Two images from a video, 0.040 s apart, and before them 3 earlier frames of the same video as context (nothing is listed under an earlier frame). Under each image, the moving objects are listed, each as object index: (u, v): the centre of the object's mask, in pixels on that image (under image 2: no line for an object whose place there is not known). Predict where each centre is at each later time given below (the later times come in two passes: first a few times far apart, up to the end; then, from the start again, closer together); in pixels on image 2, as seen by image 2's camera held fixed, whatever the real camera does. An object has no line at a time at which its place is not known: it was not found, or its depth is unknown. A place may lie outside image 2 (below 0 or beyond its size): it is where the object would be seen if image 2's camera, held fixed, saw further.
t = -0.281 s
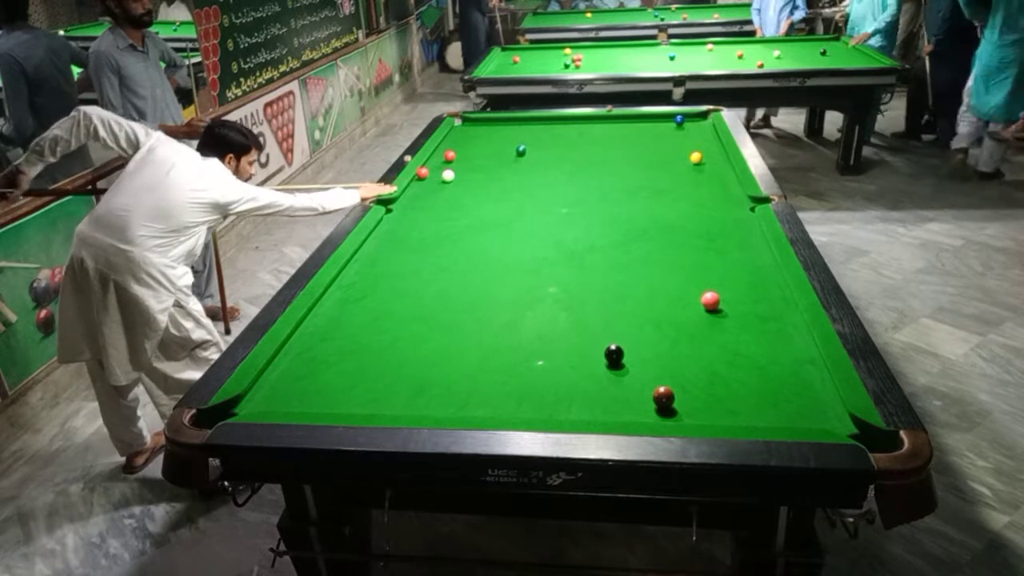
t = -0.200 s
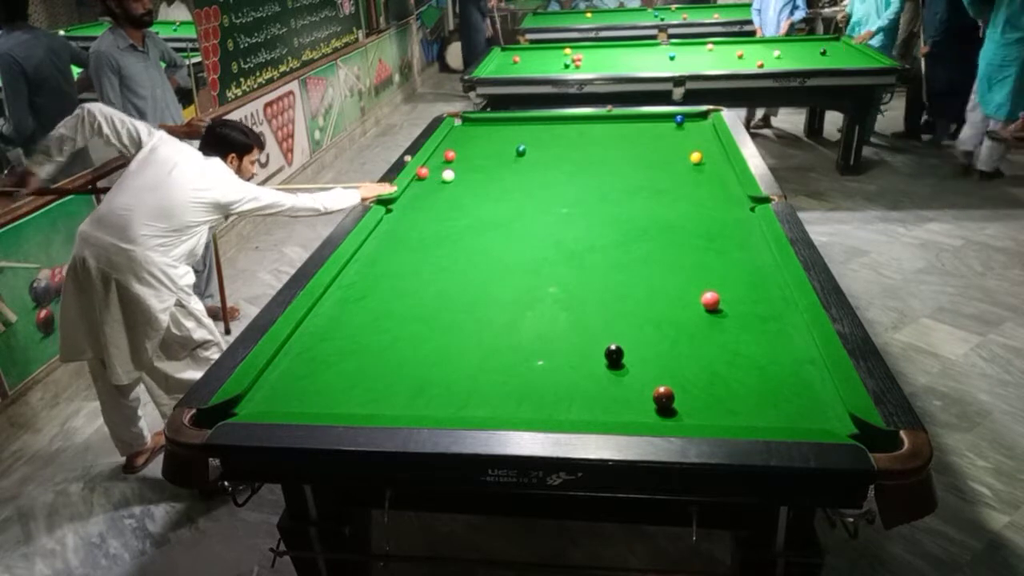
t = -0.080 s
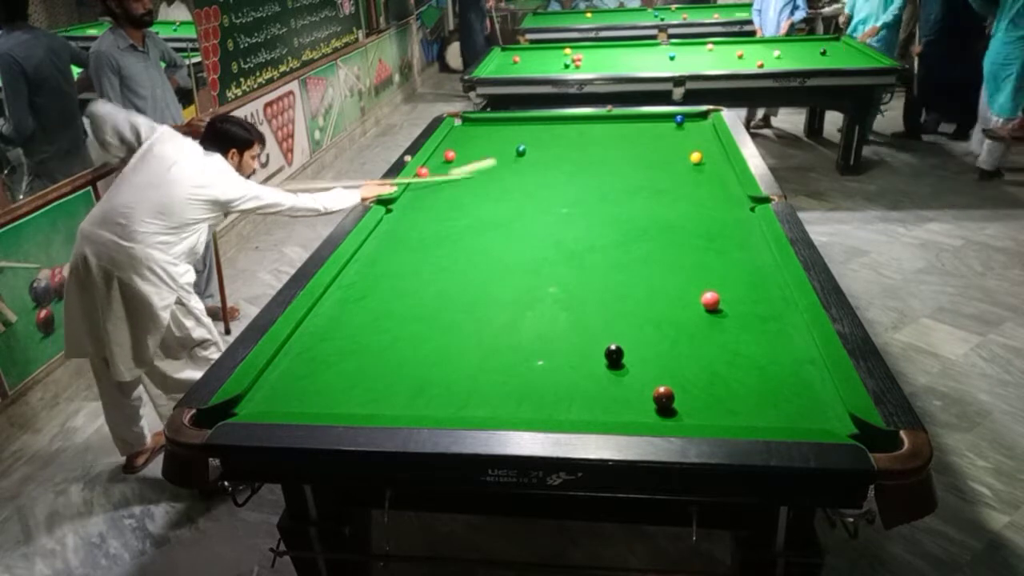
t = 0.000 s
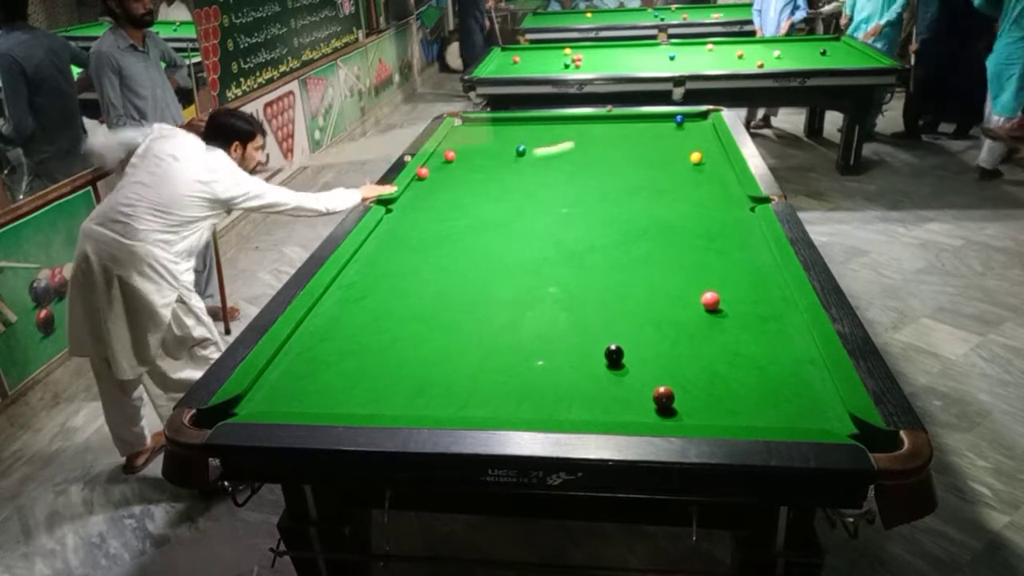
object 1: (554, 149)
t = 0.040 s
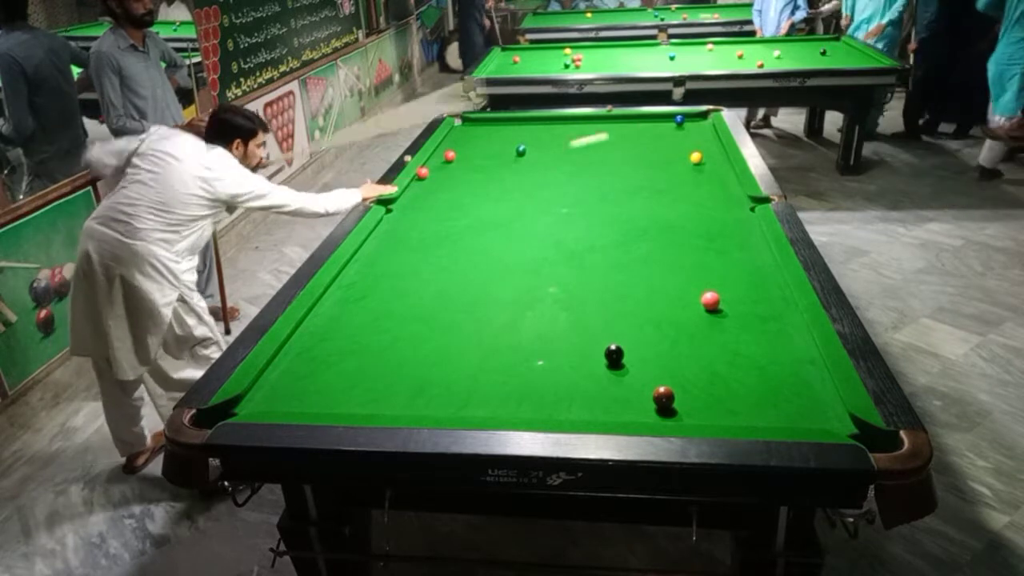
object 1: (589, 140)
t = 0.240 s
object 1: (671, 121)
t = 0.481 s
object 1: (656, 122)
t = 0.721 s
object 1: (636, 126)
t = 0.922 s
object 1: (620, 128)
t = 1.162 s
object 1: (601, 131)
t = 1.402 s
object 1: (583, 134)
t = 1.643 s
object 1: (567, 137)
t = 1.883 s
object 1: (552, 139)
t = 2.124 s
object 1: (538, 142)
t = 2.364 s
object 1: (525, 143)
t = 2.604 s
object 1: (513, 146)
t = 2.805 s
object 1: (505, 147)
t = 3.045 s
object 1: (495, 149)
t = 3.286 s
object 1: (487, 150)
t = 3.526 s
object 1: (480, 151)
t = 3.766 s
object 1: (474, 152)
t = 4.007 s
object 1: (470, 153)
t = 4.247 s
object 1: (467, 153)
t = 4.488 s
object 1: (465, 153)
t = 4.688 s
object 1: (465, 153)
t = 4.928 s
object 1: (465, 153)
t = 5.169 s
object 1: (465, 153)
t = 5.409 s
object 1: (465, 153)
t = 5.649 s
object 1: (465, 153)
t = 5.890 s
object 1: (465, 153)
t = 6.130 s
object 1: (465, 153)
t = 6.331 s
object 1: (465, 153)
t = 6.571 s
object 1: (465, 153)
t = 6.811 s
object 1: (465, 153)
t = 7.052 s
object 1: (465, 153)
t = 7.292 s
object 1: (465, 153)
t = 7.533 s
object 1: (465, 153)
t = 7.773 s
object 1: (465, 153)
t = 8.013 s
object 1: (465, 153)
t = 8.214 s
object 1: (465, 153)
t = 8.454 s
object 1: (465, 153)
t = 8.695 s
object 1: (465, 153)
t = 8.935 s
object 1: (465, 153)
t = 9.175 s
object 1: (465, 153)
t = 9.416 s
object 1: (465, 153)
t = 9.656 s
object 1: (465, 153)
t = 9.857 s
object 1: (465, 153)
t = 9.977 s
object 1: (465, 153)
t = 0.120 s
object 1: (654, 125)
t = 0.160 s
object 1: (671, 121)
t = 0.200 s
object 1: (671, 121)
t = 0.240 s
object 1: (671, 121)
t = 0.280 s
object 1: (669, 121)
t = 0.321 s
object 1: (668, 121)
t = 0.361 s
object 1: (665, 121)
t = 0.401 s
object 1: (663, 121)
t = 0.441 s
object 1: (660, 122)
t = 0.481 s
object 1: (656, 122)
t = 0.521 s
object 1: (653, 123)
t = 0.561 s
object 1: (649, 123)
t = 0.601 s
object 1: (646, 124)
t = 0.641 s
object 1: (642, 124)
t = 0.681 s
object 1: (639, 125)
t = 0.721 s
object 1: (636, 126)
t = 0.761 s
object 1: (632, 126)
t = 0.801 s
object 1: (629, 127)
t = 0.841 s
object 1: (626, 127)
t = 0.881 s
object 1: (623, 128)
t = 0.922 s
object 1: (620, 128)
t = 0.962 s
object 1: (616, 129)
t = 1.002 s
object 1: (613, 129)
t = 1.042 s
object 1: (610, 129)
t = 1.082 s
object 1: (607, 130)
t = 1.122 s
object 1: (604, 131)
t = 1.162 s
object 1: (601, 131)
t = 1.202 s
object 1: (598, 132)
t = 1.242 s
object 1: (595, 132)
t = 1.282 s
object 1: (592, 133)
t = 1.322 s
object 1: (589, 133)
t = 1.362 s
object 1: (586, 134)
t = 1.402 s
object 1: (583, 134)
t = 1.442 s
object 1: (580, 135)
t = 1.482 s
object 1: (578, 135)
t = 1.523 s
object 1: (575, 135)
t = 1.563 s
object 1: (572, 136)
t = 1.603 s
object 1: (570, 136)
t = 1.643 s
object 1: (567, 137)
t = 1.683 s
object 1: (564, 137)
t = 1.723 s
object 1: (562, 138)
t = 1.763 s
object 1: (559, 138)
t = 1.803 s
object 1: (557, 138)
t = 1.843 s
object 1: (554, 139)
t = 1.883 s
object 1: (552, 139)
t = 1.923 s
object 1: (549, 140)
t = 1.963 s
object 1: (547, 140)
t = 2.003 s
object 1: (545, 140)
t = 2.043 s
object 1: (543, 141)
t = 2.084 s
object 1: (540, 141)
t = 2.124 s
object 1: (538, 142)
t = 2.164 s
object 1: (535, 142)
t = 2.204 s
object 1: (533, 142)
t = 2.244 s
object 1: (531, 142)
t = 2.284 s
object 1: (529, 143)
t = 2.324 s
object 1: (527, 143)
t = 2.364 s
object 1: (525, 143)
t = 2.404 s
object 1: (523, 143)
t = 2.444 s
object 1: (521, 143)
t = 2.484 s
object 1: (519, 143)
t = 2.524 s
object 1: (517, 144)
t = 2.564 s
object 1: (515, 145)
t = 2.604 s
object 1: (513, 146)
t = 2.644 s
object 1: (511, 146)
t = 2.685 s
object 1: (510, 146)
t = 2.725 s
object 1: (508, 147)
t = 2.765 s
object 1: (506, 147)
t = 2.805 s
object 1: (505, 147)
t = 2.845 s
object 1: (503, 147)
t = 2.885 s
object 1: (501, 148)
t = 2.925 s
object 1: (500, 148)
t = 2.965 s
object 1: (498, 148)
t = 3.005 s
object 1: (497, 148)
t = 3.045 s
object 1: (495, 149)
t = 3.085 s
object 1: (494, 149)
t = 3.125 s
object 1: (492, 149)
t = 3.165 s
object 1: (491, 149)
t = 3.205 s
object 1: (490, 150)
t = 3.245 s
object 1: (489, 150)
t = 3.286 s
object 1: (487, 150)
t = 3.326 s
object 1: (486, 150)
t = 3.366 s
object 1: (485, 150)
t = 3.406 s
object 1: (484, 151)
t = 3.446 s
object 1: (483, 151)
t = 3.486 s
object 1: (481, 151)
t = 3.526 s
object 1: (480, 151)
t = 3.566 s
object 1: (479, 151)
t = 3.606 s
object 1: (478, 151)
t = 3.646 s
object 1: (477, 152)
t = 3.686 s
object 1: (476, 152)
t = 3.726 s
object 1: (475, 152)
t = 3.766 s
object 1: (474, 152)
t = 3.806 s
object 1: (474, 152)
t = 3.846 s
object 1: (473, 152)
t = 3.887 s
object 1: (472, 152)
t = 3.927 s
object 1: (471, 152)
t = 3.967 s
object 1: (471, 153)
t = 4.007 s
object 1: (470, 153)
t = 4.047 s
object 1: (470, 153)
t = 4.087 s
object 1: (469, 153)
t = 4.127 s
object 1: (468, 153)
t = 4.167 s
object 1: (468, 153)
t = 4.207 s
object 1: (467, 153)
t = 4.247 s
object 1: (467, 153)
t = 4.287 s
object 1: (467, 153)
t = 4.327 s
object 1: (466, 153)
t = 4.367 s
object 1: (466, 153)
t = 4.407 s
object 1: (466, 153)
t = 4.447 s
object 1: (465, 153)
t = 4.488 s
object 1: (465, 153)
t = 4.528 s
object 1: (465, 153)
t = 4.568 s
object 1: (465, 153)
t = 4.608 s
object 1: (465, 153)
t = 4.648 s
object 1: (465, 153)
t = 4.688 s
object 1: (465, 153)
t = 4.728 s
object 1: (465, 153)
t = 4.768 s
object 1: (465, 153)
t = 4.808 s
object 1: (465, 153)
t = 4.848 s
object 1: (465, 153)
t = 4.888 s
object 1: (465, 153)
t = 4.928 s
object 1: (465, 153)
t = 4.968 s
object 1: (465, 153)
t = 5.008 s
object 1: (465, 153)
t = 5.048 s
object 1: (465, 153)
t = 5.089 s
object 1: (465, 153)
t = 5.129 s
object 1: (465, 153)
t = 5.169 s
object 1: (465, 153)
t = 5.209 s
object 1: (465, 153)
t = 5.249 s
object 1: (465, 153)
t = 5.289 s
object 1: (465, 153)
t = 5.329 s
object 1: (465, 153)
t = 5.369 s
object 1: (465, 153)
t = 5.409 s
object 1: (465, 153)
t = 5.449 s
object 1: (465, 153)
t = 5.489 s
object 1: (465, 153)
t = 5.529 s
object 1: (465, 153)
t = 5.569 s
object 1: (465, 153)
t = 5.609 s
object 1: (465, 153)
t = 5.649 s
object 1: (465, 153)
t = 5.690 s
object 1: (465, 153)
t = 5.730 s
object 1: (465, 153)
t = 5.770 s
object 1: (465, 153)
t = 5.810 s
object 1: (465, 153)
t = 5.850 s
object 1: (465, 153)
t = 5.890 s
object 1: (465, 153)
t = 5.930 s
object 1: (465, 153)
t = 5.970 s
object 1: (465, 153)
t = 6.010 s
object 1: (465, 153)
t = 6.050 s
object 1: (465, 153)
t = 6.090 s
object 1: (465, 153)
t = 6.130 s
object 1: (465, 153)
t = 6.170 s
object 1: (465, 153)
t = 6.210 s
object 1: (465, 153)
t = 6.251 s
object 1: (465, 153)
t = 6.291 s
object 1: (465, 153)
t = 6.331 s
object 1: (465, 153)
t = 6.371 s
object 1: (465, 153)
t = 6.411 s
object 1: (465, 153)
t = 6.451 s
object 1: (465, 153)
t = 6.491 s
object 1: (465, 153)
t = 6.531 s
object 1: (465, 153)
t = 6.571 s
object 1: (465, 153)
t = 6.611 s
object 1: (465, 153)
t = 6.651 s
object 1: (465, 153)
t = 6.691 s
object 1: (465, 153)
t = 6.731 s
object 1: (465, 153)
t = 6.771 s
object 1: (465, 153)
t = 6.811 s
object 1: (465, 153)
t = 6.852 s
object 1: (465, 153)
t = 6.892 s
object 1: (465, 153)
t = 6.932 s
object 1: (465, 153)
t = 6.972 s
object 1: (465, 153)
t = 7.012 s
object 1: (465, 153)
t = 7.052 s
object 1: (465, 153)
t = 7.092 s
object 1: (465, 153)
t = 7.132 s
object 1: (465, 153)
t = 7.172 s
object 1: (465, 153)
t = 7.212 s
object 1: (465, 153)
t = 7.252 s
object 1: (465, 153)
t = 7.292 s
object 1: (465, 153)
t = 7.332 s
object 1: (465, 153)
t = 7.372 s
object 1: (465, 153)
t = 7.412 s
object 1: (465, 153)
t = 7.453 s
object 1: (465, 153)
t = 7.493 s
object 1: (465, 153)
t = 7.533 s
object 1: (465, 153)
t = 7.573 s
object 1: (465, 153)
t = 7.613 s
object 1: (465, 153)
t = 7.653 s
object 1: (465, 153)
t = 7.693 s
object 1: (465, 153)
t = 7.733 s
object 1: (465, 153)
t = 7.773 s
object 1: (465, 153)
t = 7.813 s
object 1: (465, 153)
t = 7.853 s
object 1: (465, 153)
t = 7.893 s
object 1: (465, 153)
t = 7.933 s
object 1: (465, 153)
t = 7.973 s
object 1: (465, 153)
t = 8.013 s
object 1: (465, 153)
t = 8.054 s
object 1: (465, 153)
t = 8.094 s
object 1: (465, 153)
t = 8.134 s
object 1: (465, 153)
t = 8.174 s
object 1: (465, 153)
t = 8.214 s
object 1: (465, 153)
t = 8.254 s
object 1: (465, 153)
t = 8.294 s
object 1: (465, 153)
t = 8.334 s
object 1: (465, 153)
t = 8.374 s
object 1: (465, 153)
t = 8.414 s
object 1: (465, 153)
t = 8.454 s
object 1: (465, 153)
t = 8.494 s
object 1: (465, 153)
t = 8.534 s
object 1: (465, 153)
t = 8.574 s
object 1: (465, 153)
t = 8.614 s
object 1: (465, 153)
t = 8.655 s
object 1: (465, 153)
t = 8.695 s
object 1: (465, 153)
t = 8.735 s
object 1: (465, 153)
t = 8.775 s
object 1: (465, 153)
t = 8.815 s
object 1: (465, 153)
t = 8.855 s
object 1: (465, 153)
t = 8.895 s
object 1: (465, 153)
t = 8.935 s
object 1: (465, 153)
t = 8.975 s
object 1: (465, 153)
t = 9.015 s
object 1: (465, 153)
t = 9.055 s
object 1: (465, 153)
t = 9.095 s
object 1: (465, 153)
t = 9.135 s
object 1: (465, 153)
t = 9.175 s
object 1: (465, 153)
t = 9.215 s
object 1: (465, 153)
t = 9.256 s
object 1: (465, 153)
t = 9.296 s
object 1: (465, 153)
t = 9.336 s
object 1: (465, 153)
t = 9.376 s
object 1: (465, 153)
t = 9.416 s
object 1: (465, 153)
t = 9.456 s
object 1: (465, 153)
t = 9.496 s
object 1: (465, 153)
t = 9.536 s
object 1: (465, 153)
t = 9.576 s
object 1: (465, 153)
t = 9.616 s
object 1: (465, 153)
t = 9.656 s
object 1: (465, 153)
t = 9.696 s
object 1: (465, 153)
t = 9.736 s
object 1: (465, 153)
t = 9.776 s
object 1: (465, 153)
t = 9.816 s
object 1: (465, 153)
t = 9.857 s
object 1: (465, 153)
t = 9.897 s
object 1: (465, 153)
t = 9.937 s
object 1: (465, 153)
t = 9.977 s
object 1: (465, 153)
